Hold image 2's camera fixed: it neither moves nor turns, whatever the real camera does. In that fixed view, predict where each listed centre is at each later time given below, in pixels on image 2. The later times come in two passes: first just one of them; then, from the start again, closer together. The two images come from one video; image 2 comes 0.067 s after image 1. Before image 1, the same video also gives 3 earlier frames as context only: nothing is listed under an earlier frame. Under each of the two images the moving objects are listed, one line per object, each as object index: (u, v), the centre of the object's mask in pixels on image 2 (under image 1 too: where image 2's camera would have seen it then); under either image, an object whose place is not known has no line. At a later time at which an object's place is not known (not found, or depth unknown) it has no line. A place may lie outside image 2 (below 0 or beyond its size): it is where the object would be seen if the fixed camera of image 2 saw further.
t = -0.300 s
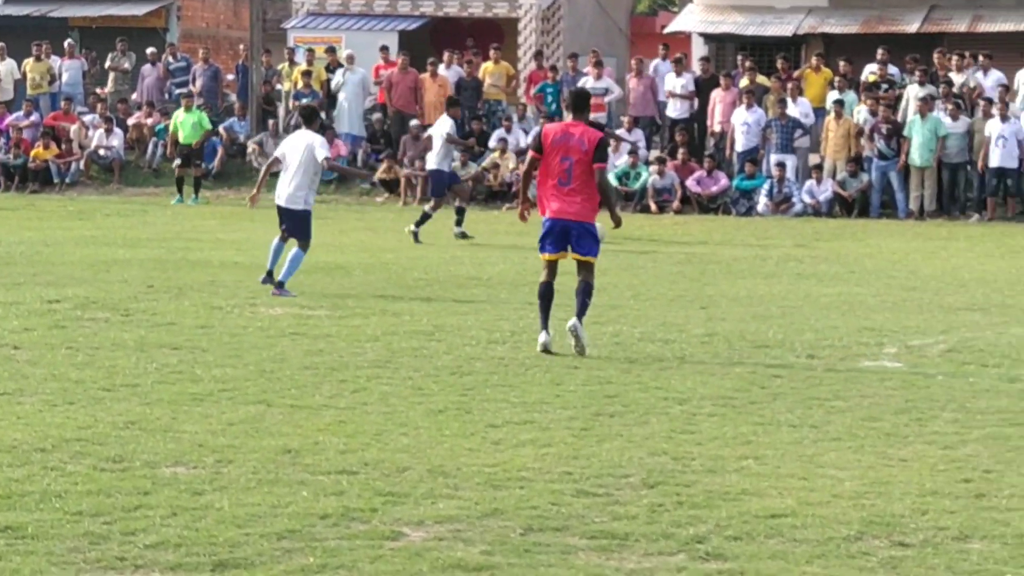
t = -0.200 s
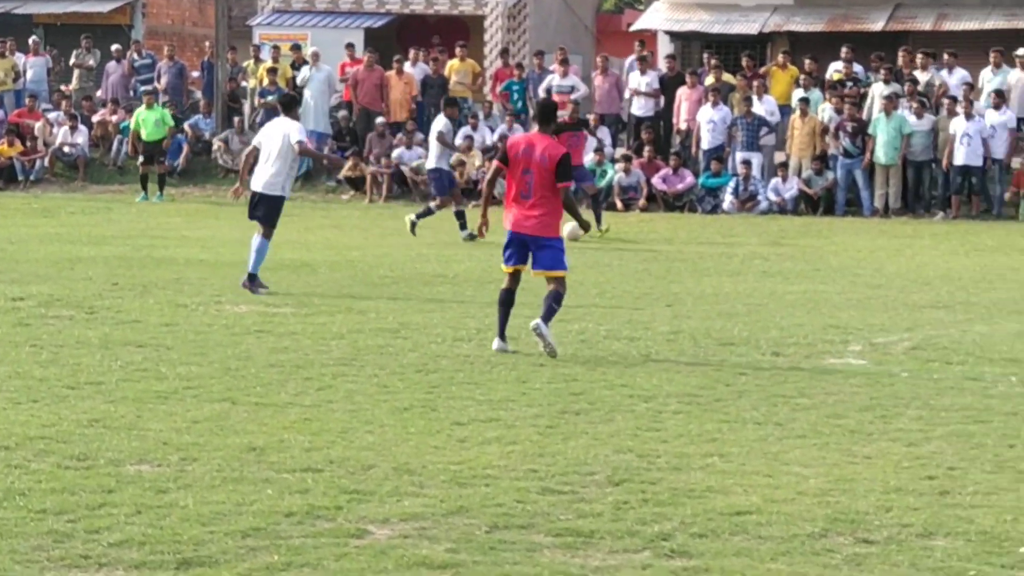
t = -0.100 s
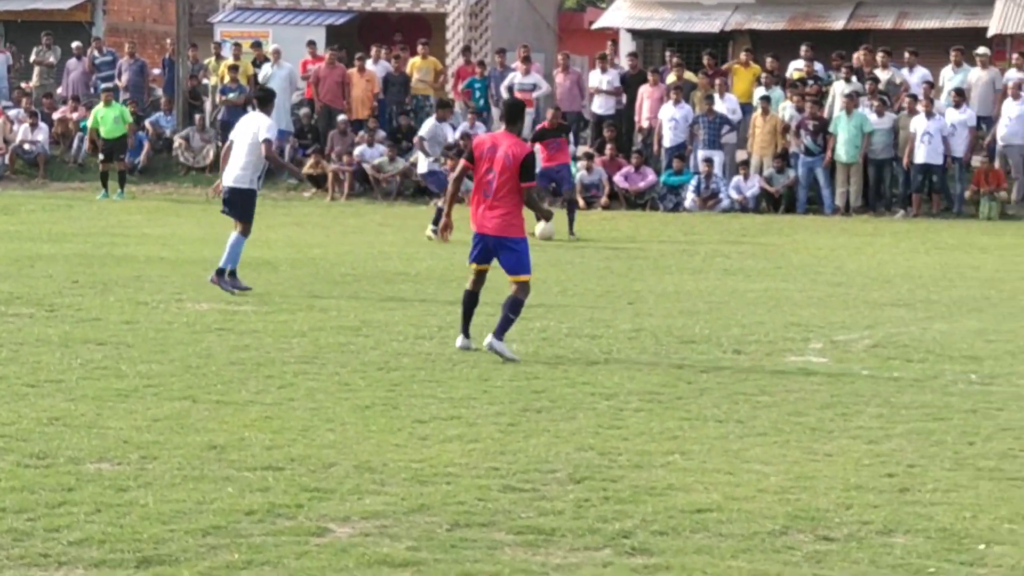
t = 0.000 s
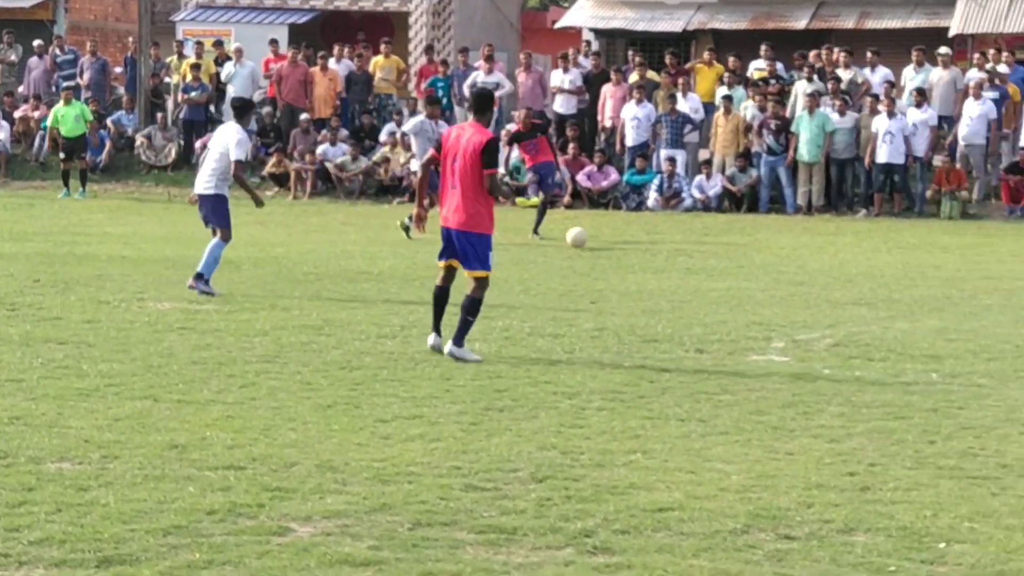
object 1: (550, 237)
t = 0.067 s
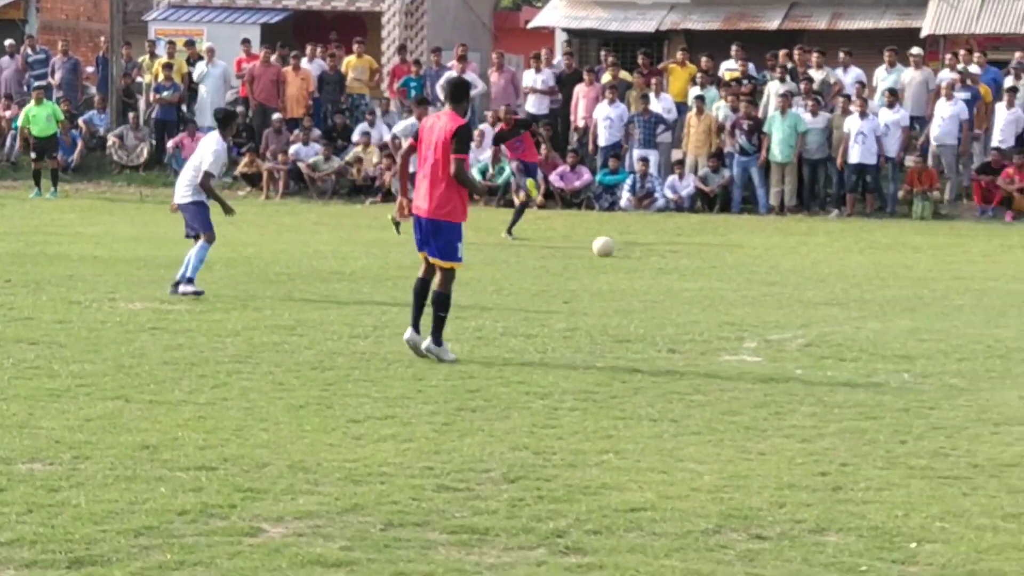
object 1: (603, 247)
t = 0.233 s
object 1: (744, 260)
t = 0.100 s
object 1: (630, 249)
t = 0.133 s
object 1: (657, 251)
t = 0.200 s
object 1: (715, 258)
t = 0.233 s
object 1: (744, 260)
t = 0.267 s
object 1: (772, 257)
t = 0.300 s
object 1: (800, 256)
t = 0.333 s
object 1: (830, 255)
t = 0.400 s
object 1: (891, 260)
